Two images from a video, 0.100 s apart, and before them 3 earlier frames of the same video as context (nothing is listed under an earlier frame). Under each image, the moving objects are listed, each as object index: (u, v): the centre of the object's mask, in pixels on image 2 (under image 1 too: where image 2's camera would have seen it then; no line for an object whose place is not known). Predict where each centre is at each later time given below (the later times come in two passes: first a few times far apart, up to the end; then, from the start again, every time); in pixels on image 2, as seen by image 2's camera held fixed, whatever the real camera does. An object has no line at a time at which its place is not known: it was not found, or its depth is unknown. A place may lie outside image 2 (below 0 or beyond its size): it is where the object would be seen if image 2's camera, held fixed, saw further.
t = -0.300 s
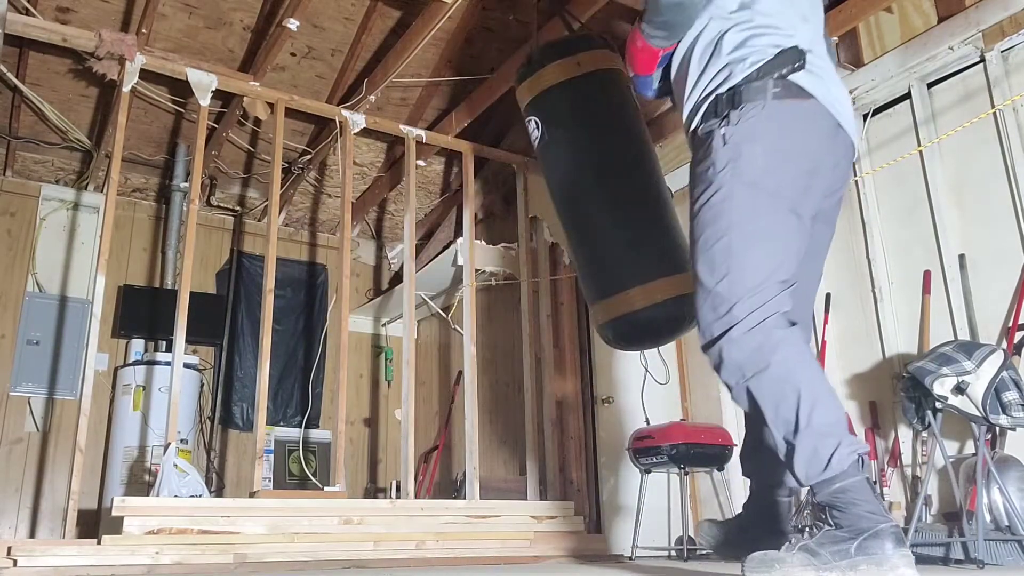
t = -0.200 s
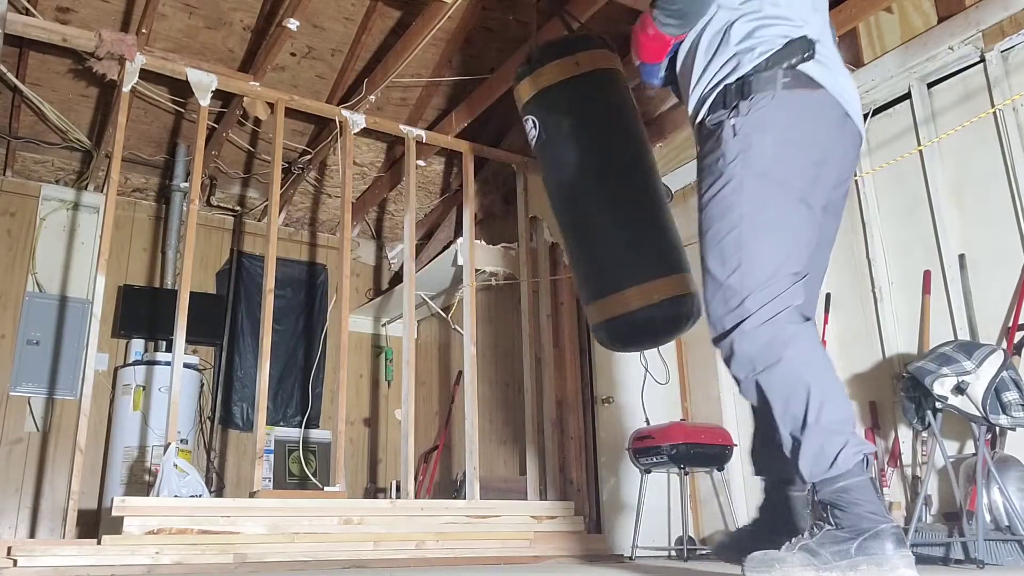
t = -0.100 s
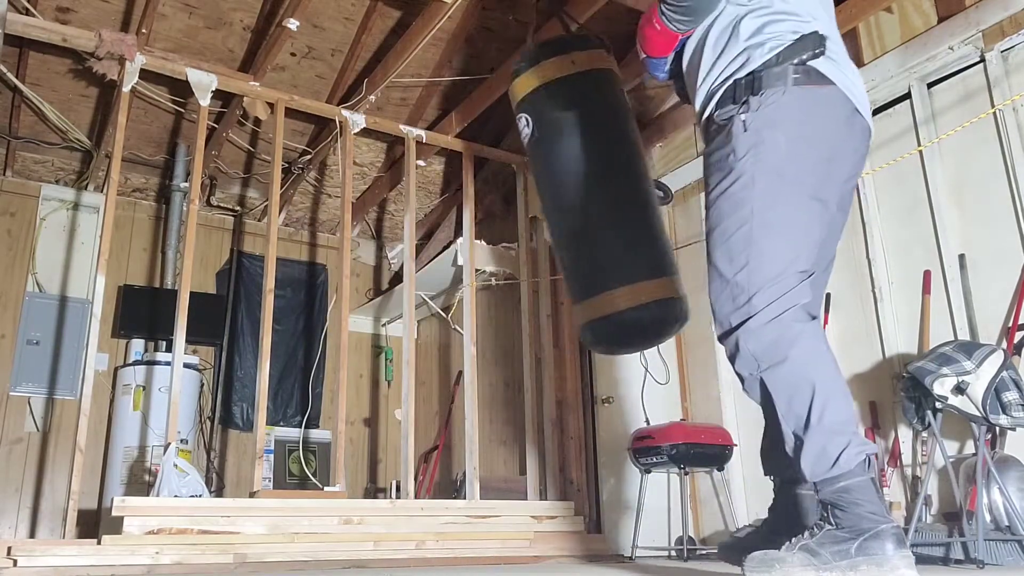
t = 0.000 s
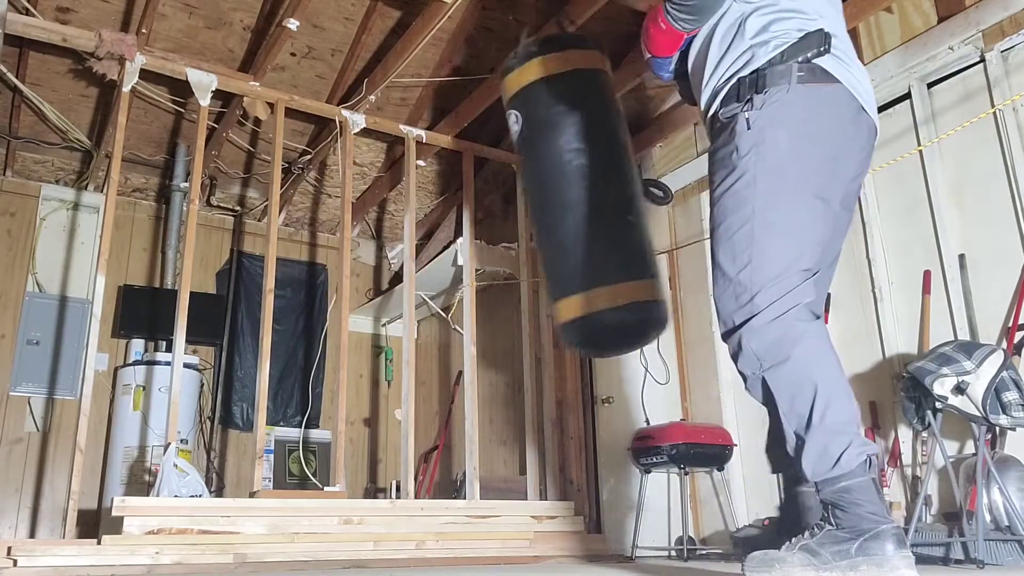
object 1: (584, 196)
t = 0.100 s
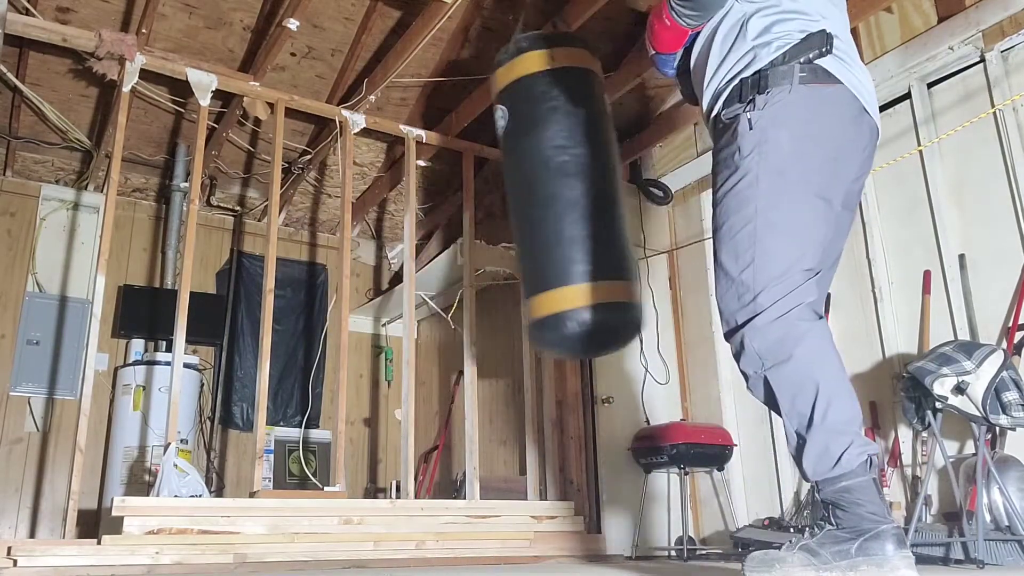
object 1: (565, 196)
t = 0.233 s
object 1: (537, 194)
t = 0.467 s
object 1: (485, 182)
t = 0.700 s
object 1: (451, 170)
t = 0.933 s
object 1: (452, 170)
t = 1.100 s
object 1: (475, 178)
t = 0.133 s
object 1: (558, 196)
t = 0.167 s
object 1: (551, 195)
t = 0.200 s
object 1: (544, 194)
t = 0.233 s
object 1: (537, 194)
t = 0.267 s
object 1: (530, 194)
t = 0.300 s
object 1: (522, 193)
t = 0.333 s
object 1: (515, 191)
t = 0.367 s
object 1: (507, 189)
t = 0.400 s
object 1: (499, 187)
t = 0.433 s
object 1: (492, 185)
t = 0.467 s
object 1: (485, 182)
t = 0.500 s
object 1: (479, 180)
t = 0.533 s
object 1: (473, 178)
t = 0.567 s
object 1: (468, 176)
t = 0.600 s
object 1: (463, 174)
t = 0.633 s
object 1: (458, 172)
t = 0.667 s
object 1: (455, 171)
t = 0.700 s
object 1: (451, 170)
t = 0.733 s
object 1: (450, 169)
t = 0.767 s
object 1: (449, 168)
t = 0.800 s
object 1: (448, 168)
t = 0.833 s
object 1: (449, 169)
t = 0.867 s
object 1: (449, 169)
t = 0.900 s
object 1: (450, 169)
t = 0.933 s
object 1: (452, 170)
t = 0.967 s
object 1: (456, 172)
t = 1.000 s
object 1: (459, 173)
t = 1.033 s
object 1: (465, 174)
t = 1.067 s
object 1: (469, 176)
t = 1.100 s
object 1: (475, 178)
